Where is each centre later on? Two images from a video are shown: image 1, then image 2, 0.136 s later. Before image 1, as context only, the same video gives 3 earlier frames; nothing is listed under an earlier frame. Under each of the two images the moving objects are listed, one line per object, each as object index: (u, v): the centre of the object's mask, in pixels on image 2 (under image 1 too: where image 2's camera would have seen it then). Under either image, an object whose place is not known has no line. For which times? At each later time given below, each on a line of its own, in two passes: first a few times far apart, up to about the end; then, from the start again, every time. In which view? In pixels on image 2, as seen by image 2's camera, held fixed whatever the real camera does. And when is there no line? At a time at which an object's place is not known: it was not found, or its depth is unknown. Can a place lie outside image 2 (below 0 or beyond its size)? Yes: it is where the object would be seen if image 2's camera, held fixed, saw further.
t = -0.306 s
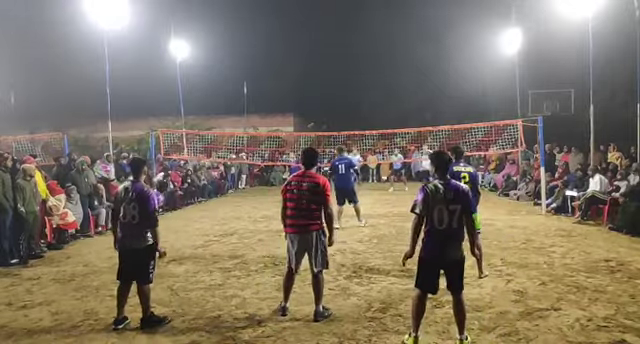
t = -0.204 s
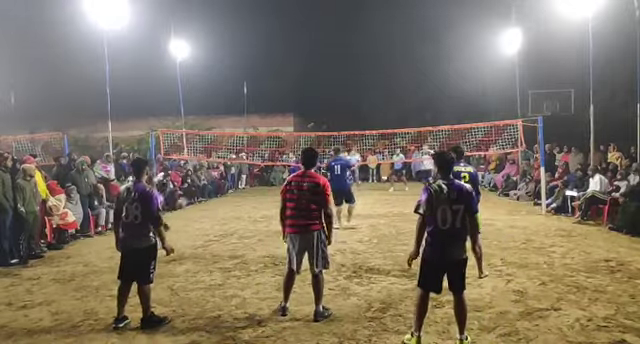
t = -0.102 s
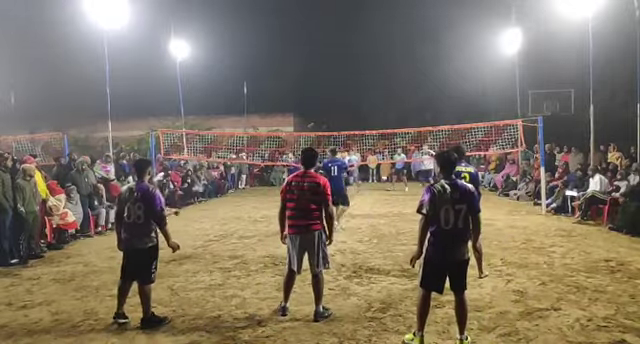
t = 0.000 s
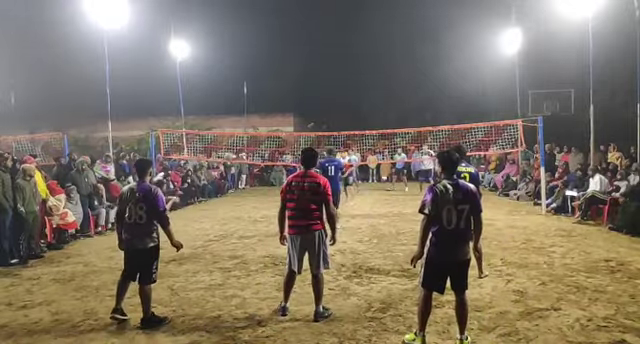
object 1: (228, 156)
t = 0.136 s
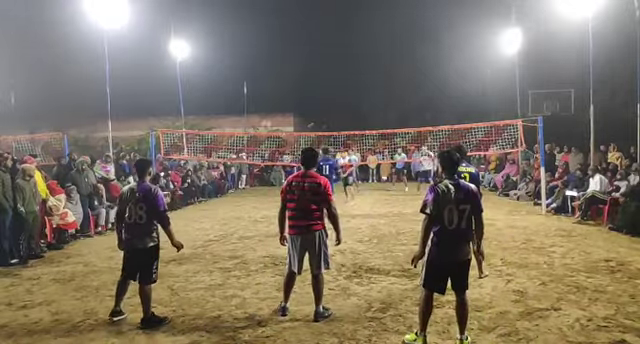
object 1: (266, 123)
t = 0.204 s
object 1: (282, 112)
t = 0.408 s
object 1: (328, 93)
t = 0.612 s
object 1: (367, 91)
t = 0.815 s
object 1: (402, 104)
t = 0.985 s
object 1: (427, 124)
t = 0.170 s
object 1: (275, 117)
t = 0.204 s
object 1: (282, 112)
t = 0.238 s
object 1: (290, 108)
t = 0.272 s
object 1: (299, 104)
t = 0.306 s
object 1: (306, 100)
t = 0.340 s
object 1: (313, 97)
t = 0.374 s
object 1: (321, 95)
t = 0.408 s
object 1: (328, 93)
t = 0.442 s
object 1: (335, 92)
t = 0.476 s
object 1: (342, 91)
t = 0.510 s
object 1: (348, 90)
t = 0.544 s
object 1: (355, 90)
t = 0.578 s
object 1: (361, 91)
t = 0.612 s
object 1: (367, 91)
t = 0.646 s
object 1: (373, 92)
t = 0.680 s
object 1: (379, 94)
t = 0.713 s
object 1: (385, 96)
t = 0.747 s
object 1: (390, 98)
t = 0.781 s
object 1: (396, 101)
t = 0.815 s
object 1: (402, 104)
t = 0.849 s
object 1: (406, 107)
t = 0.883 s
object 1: (411, 111)
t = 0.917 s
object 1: (417, 116)
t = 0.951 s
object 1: (421, 120)
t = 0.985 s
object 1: (427, 124)
